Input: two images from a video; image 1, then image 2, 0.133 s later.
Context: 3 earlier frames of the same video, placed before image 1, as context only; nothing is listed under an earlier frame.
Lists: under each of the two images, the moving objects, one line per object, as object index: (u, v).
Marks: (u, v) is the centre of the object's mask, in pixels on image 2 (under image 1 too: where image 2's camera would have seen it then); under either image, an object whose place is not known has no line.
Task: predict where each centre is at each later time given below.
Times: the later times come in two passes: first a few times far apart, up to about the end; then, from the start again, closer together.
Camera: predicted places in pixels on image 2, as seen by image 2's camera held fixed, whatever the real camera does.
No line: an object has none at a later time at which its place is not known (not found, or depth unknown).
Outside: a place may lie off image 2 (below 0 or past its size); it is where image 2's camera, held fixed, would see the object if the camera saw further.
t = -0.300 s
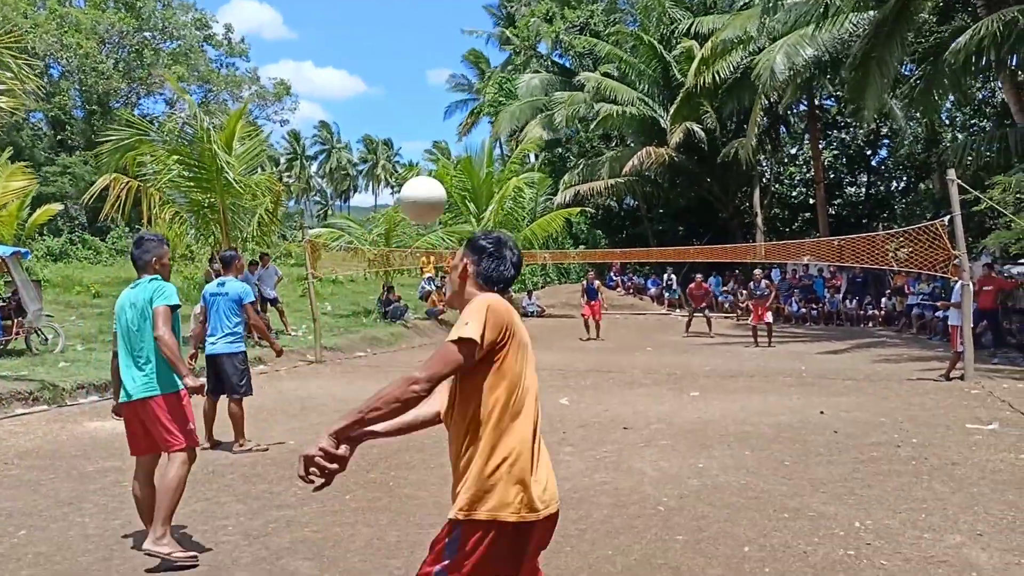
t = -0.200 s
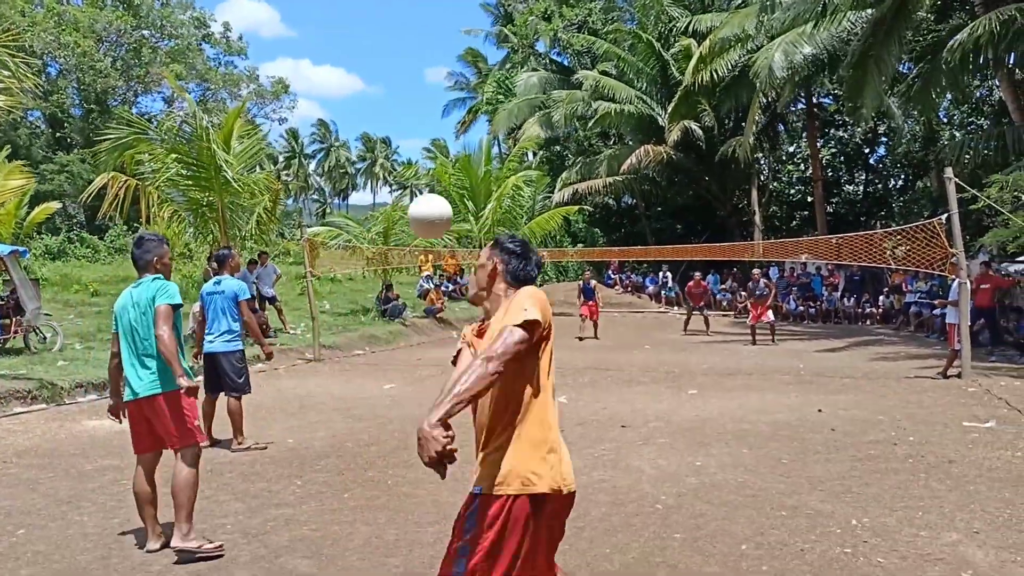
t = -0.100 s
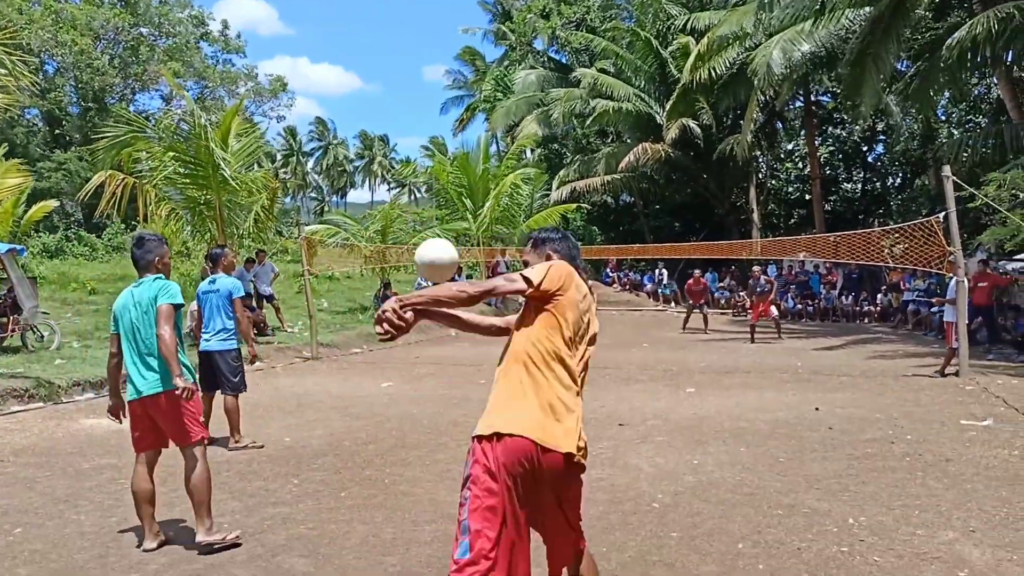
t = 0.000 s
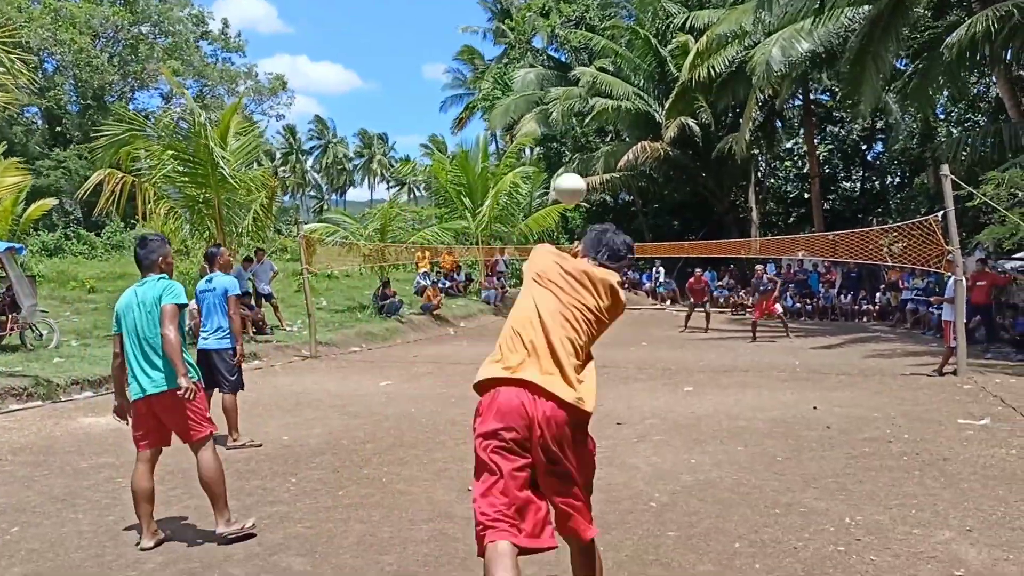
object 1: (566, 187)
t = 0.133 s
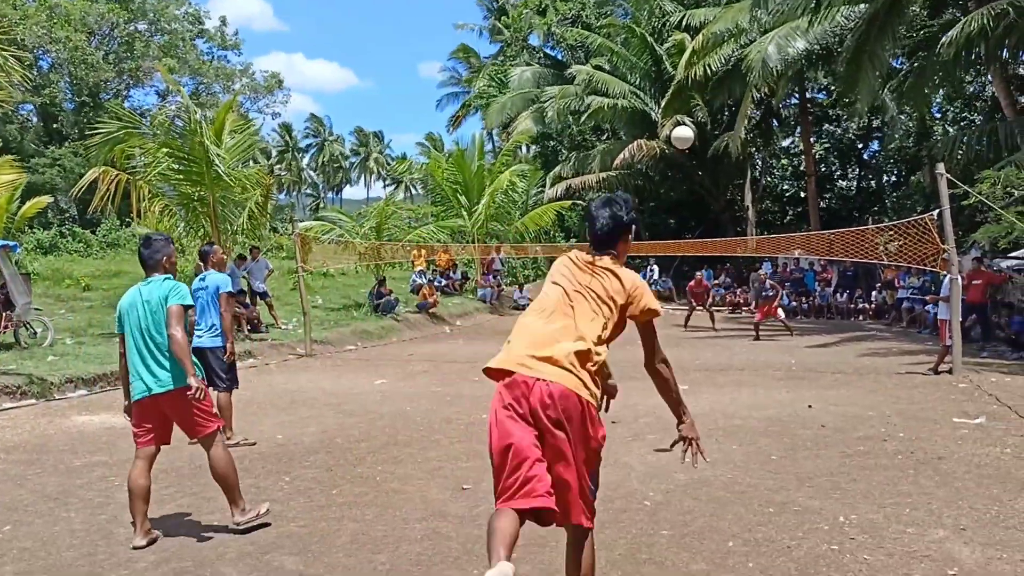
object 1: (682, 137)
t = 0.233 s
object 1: (733, 131)
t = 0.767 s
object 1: (844, 225)
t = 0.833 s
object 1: (851, 244)
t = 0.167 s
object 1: (701, 133)
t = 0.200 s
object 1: (717, 131)
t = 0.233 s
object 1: (733, 131)
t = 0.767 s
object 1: (844, 225)
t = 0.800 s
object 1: (848, 234)
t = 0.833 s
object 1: (851, 244)
